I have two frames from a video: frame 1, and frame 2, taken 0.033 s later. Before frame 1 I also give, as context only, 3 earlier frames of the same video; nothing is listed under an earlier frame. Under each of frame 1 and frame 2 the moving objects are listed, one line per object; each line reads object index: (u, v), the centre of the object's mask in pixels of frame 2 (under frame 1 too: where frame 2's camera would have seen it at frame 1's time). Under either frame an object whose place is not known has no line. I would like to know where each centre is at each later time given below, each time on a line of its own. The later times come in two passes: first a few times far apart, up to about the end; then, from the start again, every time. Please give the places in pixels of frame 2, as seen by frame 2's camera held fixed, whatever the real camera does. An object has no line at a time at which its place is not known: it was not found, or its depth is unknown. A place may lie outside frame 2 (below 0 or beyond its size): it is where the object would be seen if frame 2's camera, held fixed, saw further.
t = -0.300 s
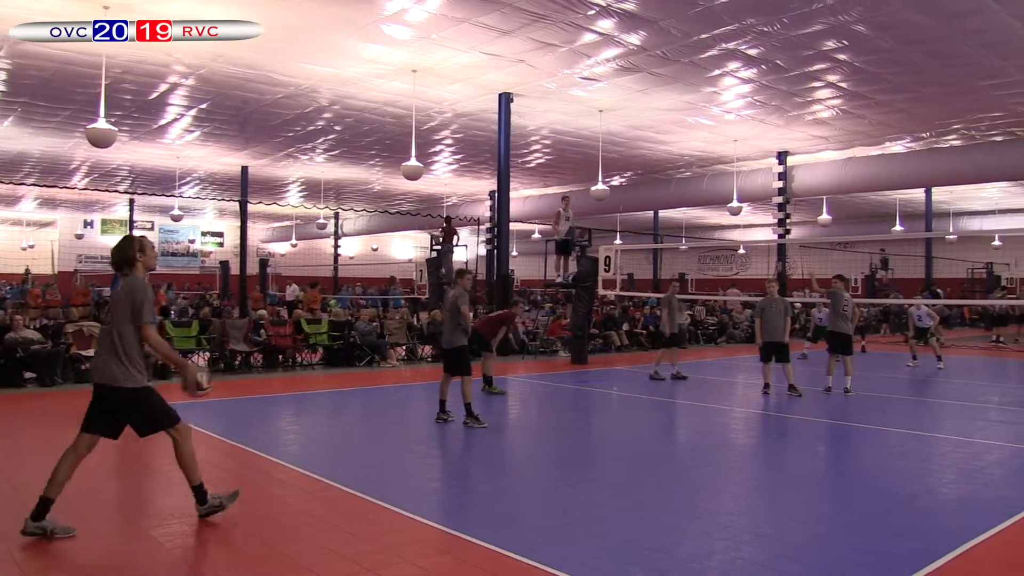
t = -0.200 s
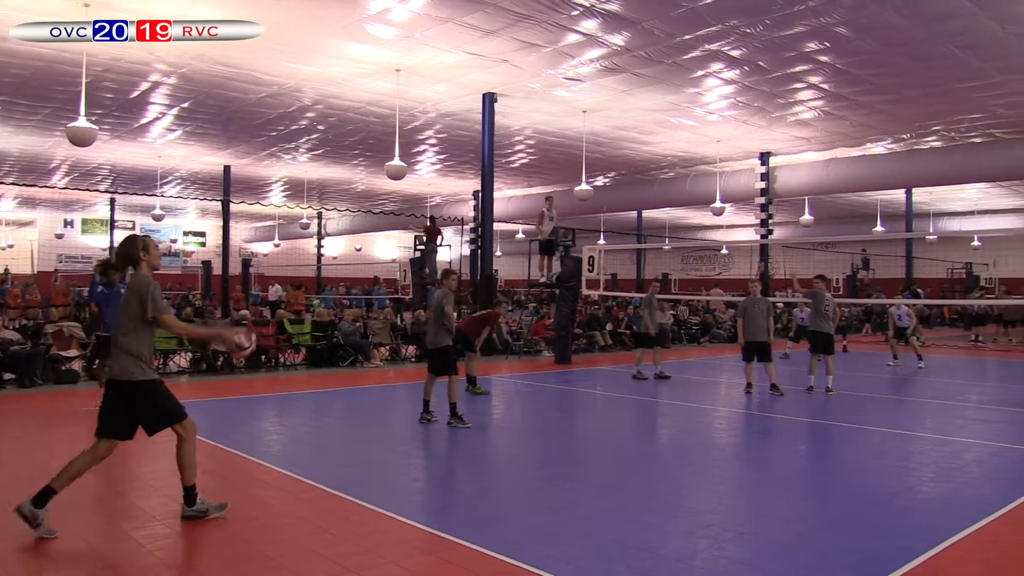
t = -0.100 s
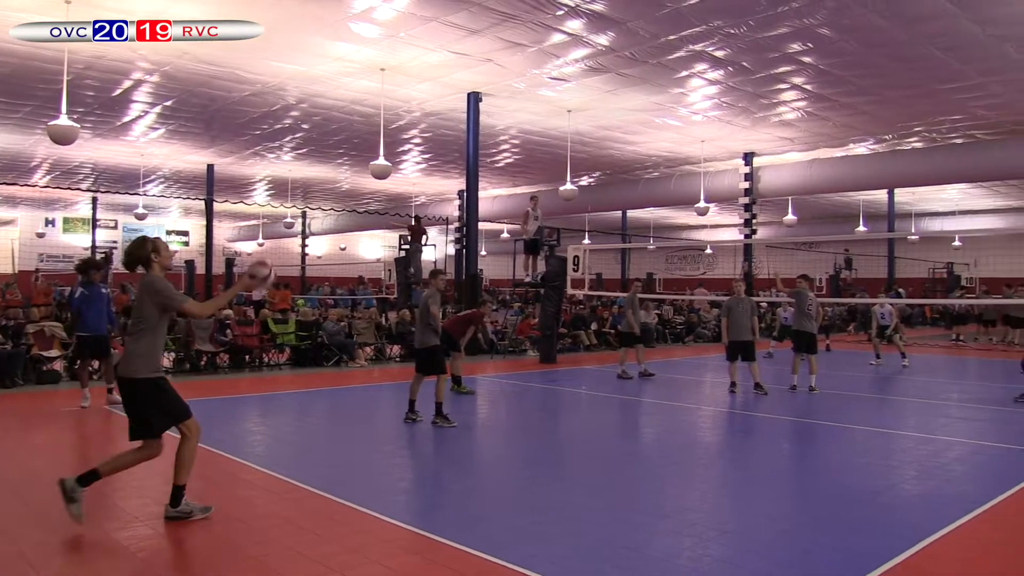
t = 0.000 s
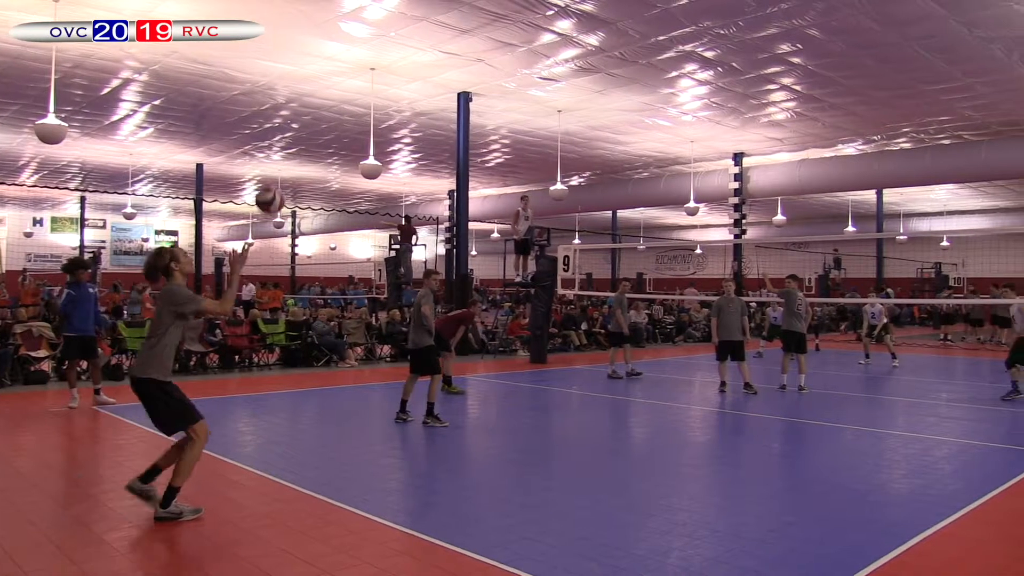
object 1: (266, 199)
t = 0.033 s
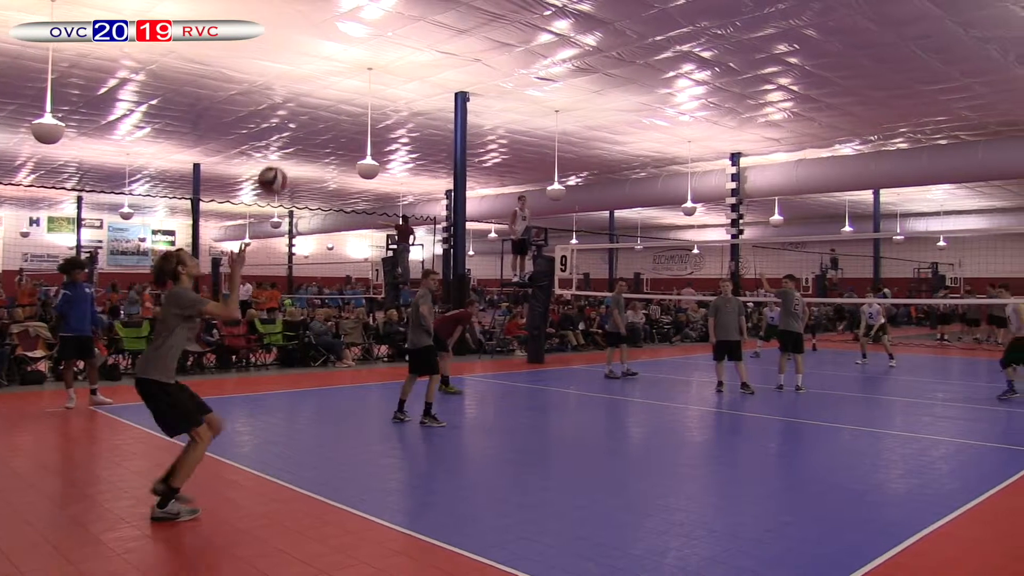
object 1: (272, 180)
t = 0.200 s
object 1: (301, 104)
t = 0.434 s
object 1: (337, 65)
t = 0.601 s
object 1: (359, 81)
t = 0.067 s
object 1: (279, 161)
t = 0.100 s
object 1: (284, 144)
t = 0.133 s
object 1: (289, 129)
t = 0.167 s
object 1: (295, 116)
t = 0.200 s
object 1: (301, 104)
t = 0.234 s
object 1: (306, 94)
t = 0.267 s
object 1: (311, 85)
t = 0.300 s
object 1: (317, 78)
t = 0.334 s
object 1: (322, 73)
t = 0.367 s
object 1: (327, 69)
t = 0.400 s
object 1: (332, 66)
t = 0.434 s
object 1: (337, 65)
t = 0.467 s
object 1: (341, 66)
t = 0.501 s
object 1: (346, 68)
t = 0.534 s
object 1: (351, 71)
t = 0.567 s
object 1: (355, 75)
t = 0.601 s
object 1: (359, 81)
